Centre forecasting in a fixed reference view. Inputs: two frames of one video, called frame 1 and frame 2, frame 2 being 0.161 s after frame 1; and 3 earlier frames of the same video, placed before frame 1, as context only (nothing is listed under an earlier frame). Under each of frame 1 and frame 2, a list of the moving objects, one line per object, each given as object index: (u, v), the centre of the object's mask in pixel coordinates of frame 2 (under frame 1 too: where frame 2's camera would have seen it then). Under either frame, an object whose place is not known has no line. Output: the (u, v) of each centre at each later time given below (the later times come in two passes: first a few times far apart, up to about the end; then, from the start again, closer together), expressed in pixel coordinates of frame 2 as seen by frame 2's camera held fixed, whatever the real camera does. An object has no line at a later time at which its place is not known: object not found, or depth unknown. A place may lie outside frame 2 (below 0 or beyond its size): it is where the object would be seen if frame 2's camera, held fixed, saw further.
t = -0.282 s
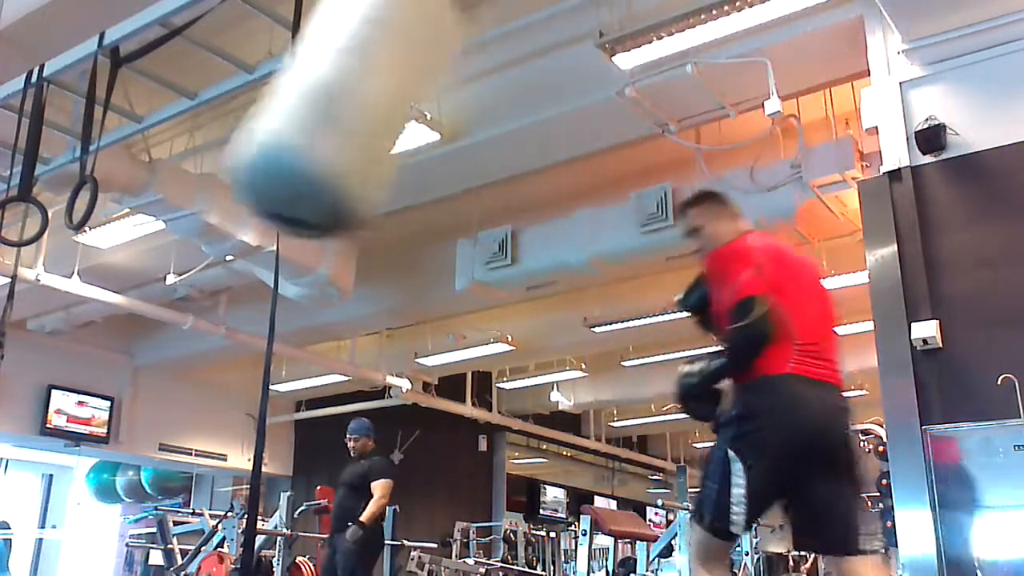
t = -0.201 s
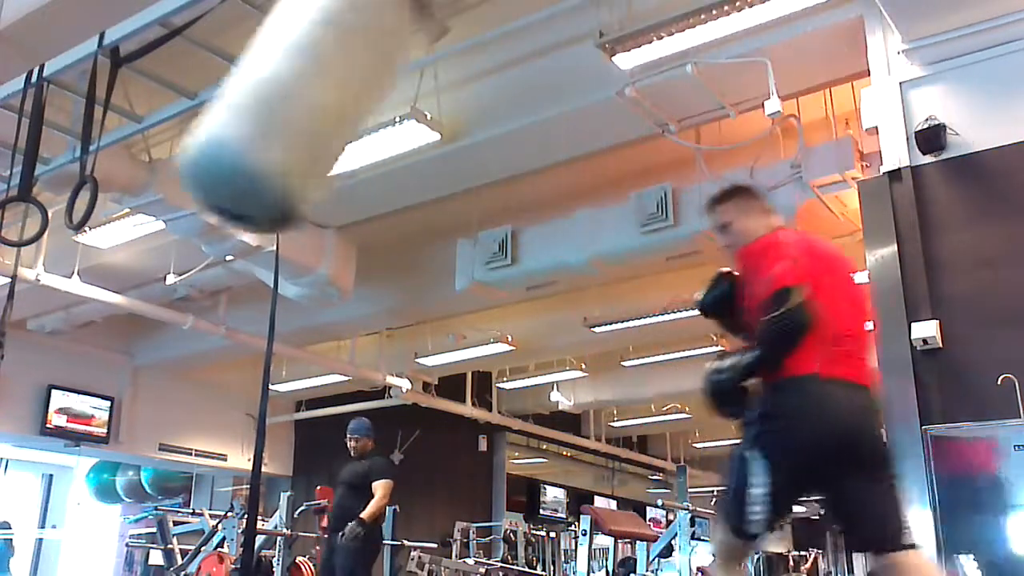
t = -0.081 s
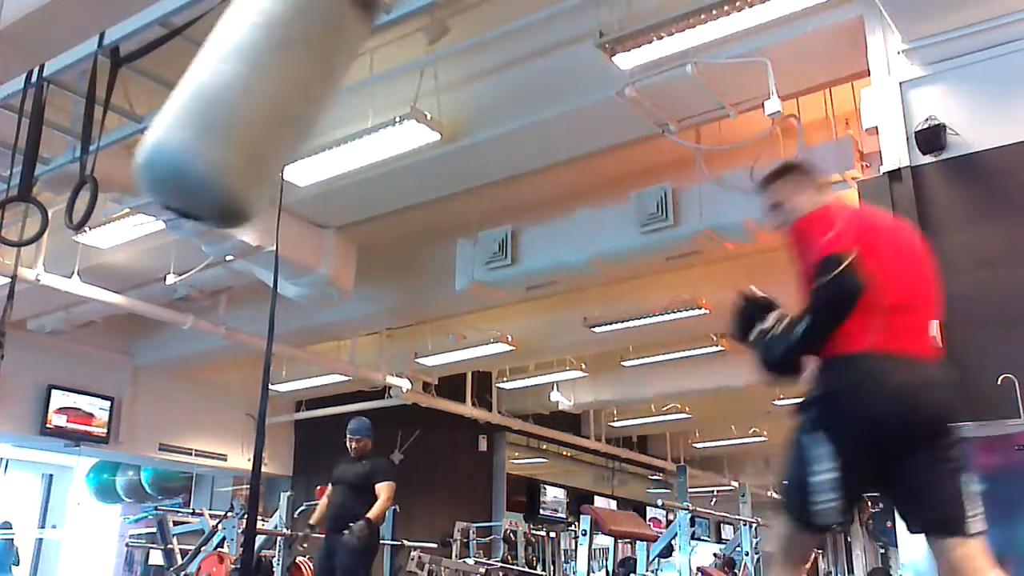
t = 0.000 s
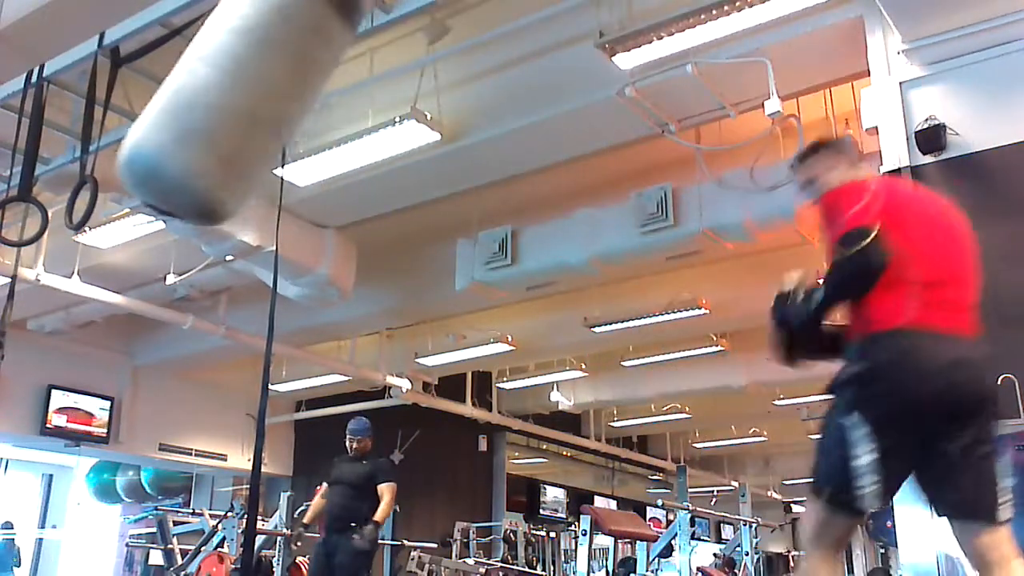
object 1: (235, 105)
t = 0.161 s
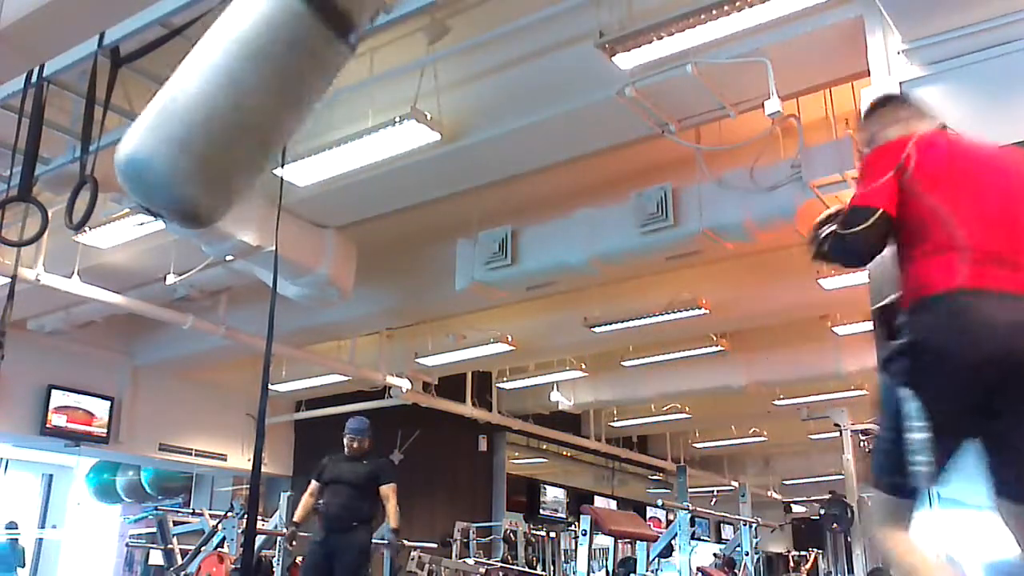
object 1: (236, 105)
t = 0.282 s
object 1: (259, 117)
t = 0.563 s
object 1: (378, 151)
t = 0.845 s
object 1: (554, 170)
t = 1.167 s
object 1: (770, 130)
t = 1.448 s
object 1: (905, 85)
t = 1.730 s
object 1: (891, 77)
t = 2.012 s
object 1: (681, 106)
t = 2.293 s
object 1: (436, 130)
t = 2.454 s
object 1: (339, 133)
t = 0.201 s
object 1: (243, 109)
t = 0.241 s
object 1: (250, 112)
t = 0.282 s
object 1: (259, 117)
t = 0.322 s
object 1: (268, 120)
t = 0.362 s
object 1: (281, 124)
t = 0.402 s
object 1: (298, 131)
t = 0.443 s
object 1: (311, 136)
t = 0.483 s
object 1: (334, 141)
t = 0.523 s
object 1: (353, 144)
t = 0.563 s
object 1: (378, 151)
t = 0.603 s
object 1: (399, 157)
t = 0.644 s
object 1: (424, 163)
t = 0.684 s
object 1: (446, 166)
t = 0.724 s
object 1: (471, 169)
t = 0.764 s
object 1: (496, 171)
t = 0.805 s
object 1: (527, 173)
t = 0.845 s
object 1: (554, 170)
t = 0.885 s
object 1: (582, 168)
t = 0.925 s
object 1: (612, 165)
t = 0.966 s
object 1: (639, 161)
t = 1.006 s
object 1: (667, 158)
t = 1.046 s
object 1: (695, 153)
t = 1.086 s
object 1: (721, 146)
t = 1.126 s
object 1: (745, 137)
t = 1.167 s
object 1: (770, 130)
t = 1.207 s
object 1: (796, 125)
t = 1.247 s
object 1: (820, 117)
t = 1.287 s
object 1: (841, 111)
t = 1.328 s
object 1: (858, 102)
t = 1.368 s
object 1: (879, 98)
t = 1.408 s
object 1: (889, 90)
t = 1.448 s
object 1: (905, 85)
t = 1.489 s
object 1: (911, 80)
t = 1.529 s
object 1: (914, 75)
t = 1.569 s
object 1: (914, 71)
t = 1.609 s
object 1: (913, 71)
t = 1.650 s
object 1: (912, 73)
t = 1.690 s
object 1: (903, 72)
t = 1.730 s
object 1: (891, 77)
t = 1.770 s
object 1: (869, 76)
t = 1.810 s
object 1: (852, 84)
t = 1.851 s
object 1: (821, 84)
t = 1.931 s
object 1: (757, 93)
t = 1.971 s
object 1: (725, 101)
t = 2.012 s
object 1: (681, 106)
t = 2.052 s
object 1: (647, 112)
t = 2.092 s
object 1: (607, 118)
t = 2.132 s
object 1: (569, 120)
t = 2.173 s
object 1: (536, 125)
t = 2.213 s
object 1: (502, 125)
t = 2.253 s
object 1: (468, 130)
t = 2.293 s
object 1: (436, 130)
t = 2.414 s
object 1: (358, 132)
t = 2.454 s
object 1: (339, 133)
